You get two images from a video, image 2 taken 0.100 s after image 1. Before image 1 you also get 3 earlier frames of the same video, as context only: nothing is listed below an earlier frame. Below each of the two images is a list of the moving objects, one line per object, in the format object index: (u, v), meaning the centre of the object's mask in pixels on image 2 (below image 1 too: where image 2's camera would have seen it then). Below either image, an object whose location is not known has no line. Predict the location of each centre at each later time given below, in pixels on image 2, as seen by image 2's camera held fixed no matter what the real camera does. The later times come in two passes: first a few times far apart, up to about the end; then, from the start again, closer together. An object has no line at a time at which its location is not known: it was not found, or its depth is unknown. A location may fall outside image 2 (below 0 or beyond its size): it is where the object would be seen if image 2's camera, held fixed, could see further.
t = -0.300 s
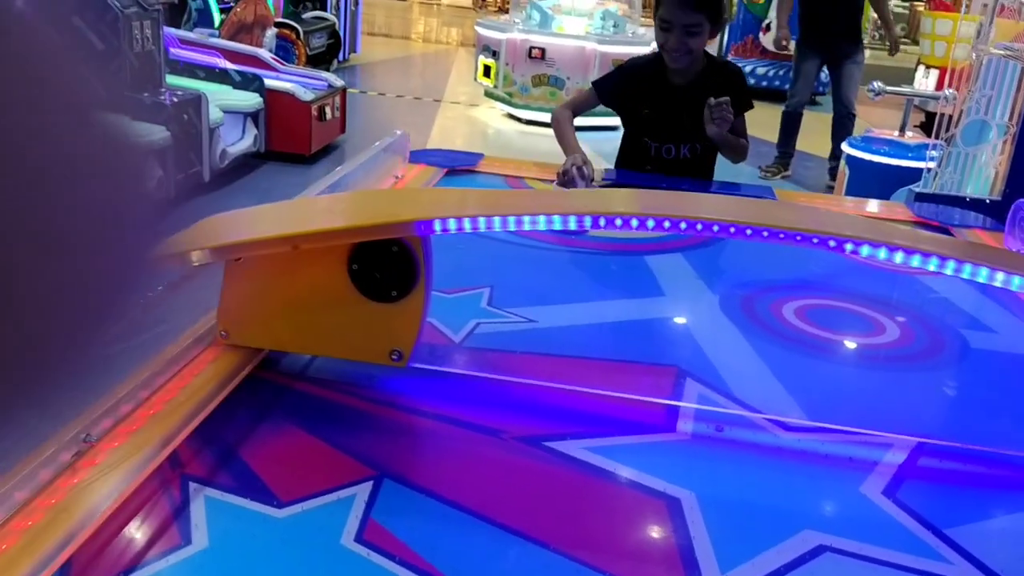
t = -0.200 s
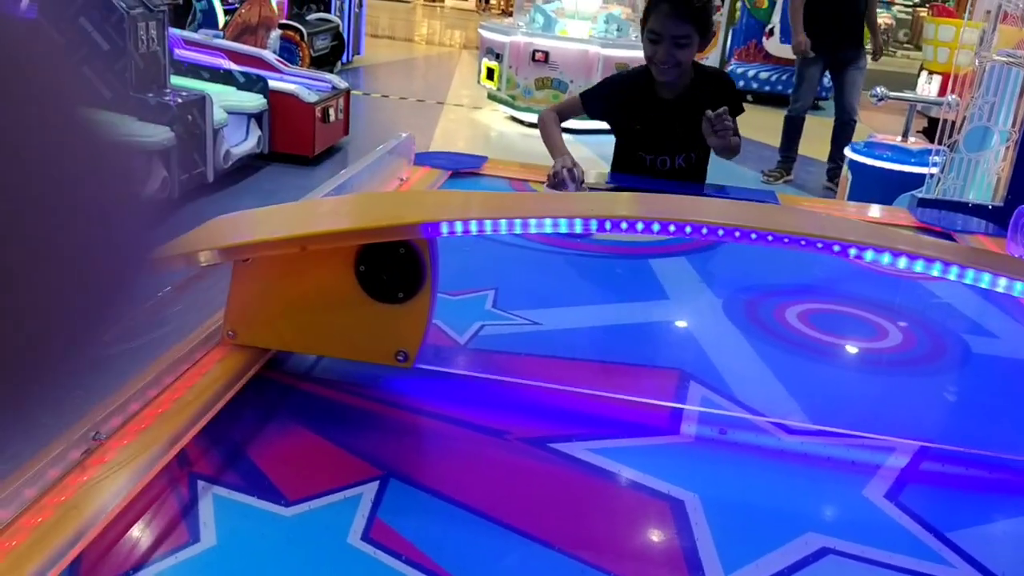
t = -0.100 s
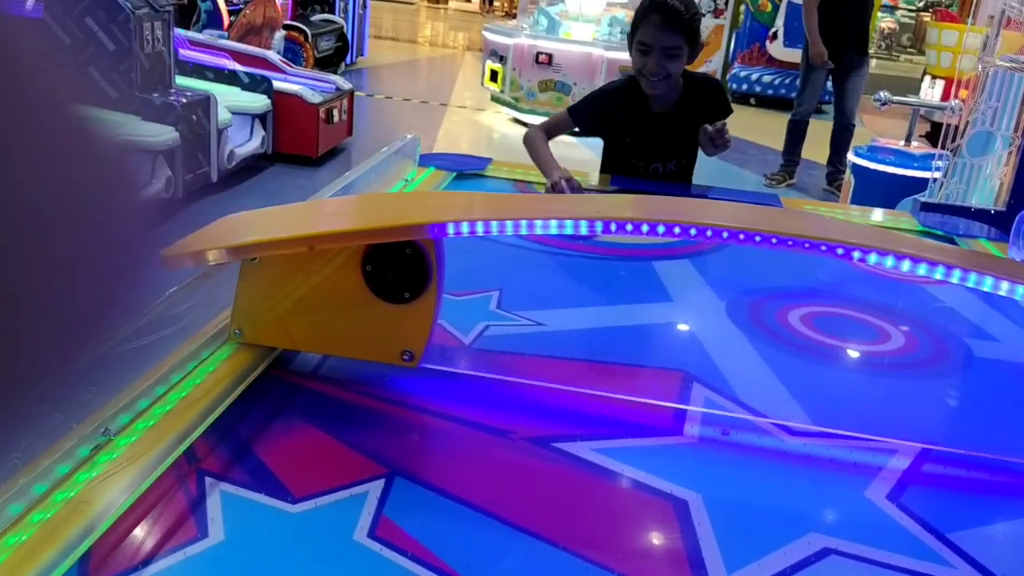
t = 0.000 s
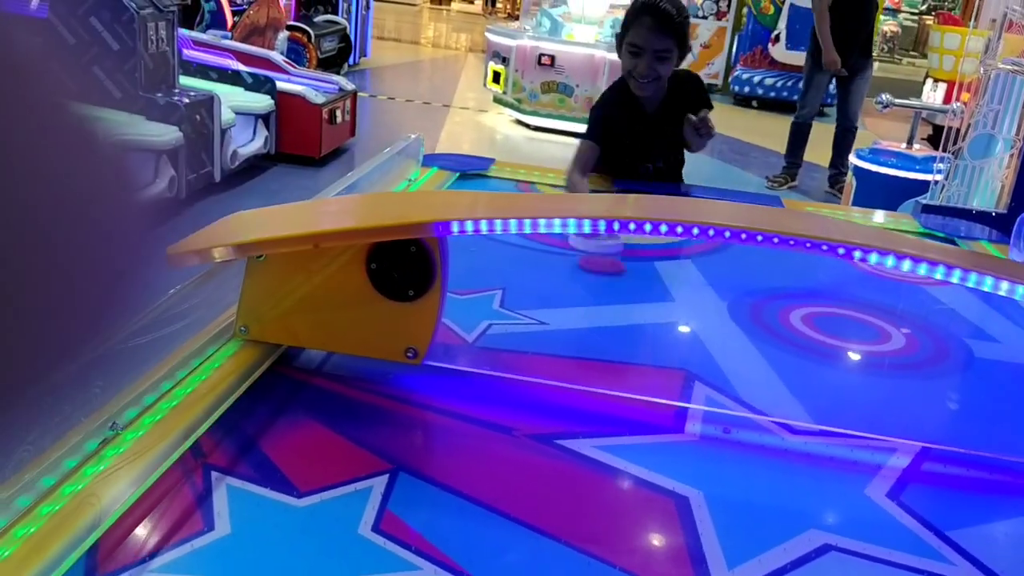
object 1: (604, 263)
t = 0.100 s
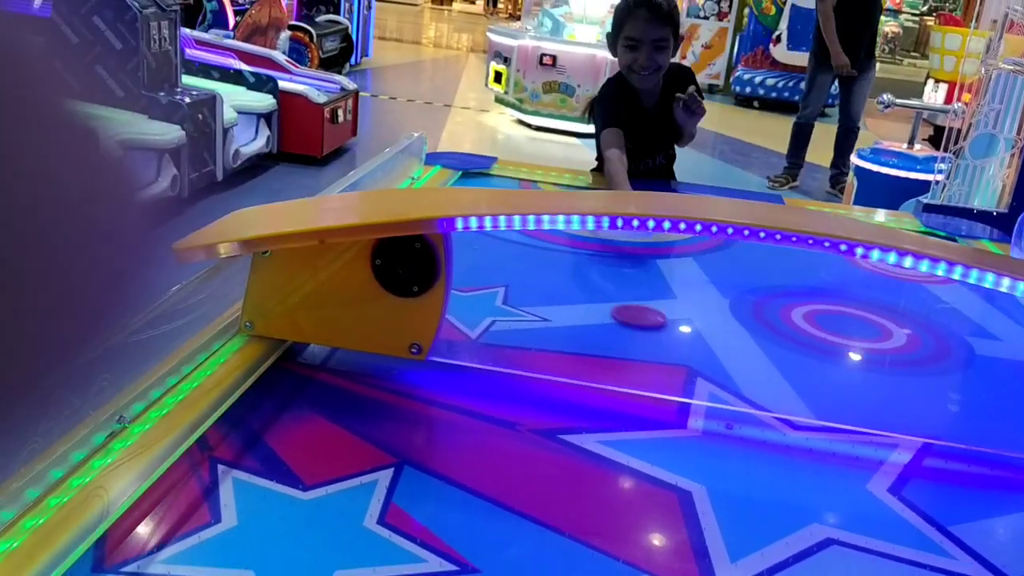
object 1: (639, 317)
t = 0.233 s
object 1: (685, 389)
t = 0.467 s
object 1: (740, 482)
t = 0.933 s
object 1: (744, 491)
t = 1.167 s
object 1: (743, 491)
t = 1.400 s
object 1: (743, 492)
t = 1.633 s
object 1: (743, 492)
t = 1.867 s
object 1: (742, 492)
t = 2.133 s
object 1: (742, 492)
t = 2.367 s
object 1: (742, 492)
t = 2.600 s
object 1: (742, 492)
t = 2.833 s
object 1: (742, 492)
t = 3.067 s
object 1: (742, 491)
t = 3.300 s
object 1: (743, 491)
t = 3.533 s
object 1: (742, 491)
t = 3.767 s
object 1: (742, 491)
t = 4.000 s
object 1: (742, 491)
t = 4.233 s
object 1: (742, 491)
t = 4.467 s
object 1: (742, 491)
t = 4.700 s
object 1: (742, 491)
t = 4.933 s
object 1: (742, 491)
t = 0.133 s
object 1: (651, 335)
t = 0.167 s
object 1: (662, 354)
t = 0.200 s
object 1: (674, 372)
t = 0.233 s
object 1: (685, 389)
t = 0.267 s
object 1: (696, 411)
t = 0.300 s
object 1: (707, 424)
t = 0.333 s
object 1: (715, 438)
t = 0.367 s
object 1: (723, 452)
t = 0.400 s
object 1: (730, 465)
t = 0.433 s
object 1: (736, 474)
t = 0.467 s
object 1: (740, 482)
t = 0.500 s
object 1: (742, 488)
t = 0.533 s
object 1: (743, 490)
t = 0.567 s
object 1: (743, 491)
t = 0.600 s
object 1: (743, 491)
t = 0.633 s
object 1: (743, 491)
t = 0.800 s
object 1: (743, 491)
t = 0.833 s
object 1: (744, 491)
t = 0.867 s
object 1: (743, 491)
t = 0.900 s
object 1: (744, 491)
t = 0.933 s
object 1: (744, 491)
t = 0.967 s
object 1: (744, 491)
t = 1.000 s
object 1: (744, 491)
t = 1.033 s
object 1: (744, 491)
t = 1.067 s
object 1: (744, 491)
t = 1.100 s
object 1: (743, 491)
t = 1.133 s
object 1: (743, 491)
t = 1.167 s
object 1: (743, 491)
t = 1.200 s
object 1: (743, 491)
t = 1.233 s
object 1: (743, 491)
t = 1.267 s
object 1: (743, 491)
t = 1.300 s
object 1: (743, 491)
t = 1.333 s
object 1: (743, 492)
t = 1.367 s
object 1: (743, 492)
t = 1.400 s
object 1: (743, 492)
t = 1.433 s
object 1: (743, 492)
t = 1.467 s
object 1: (743, 492)
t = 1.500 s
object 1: (743, 492)
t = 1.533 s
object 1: (743, 492)
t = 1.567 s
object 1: (743, 492)
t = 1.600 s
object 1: (743, 492)
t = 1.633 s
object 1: (743, 492)
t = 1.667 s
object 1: (742, 492)
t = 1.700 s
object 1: (742, 492)
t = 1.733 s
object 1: (742, 492)
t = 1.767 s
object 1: (742, 492)
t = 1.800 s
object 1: (742, 492)
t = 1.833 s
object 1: (742, 492)
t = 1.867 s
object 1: (742, 492)
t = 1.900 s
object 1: (742, 492)
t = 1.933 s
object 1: (742, 492)
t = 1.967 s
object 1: (742, 492)
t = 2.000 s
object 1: (742, 492)
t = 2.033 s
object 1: (742, 492)
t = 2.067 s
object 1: (742, 492)
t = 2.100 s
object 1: (742, 492)
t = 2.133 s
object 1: (742, 492)
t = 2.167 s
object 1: (742, 492)
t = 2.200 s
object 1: (742, 492)
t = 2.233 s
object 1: (742, 492)
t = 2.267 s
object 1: (742, 492)
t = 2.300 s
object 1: (742, 492)
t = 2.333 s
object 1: (742, 492)
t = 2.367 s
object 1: (742, 492)
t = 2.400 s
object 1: (742, 492)
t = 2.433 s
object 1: (742, 492)
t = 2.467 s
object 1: (742, 492)
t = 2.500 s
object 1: (742, 492)
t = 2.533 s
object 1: (742, 492)
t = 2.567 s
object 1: (742, 492)
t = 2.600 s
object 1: (742, 492)
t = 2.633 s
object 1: (742, 492)
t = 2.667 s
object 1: (742, 491)
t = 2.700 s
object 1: (742, 492)
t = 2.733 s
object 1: (742, 492)
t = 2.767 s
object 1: (742, 492)
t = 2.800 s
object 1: (742, 492)
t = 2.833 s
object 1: (742, 492)
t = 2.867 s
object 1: (742, 492)
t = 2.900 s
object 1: (742, 491)
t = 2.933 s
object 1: (743, 491)
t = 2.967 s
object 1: (743, 491)
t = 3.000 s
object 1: (743, 491)
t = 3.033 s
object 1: (742, 491)
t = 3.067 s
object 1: (742, 491)
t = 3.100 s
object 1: (743, 491)
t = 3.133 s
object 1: (743, 491)
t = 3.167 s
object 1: (742, 491)
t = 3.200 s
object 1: (742, 491)
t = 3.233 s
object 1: (742, 491)
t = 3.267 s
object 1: (743, 491)
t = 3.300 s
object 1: (743, 491)
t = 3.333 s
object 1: (743, 491)
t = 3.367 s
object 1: (742, 491)
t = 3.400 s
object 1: (742, 491)
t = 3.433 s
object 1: (742, 491)
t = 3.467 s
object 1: (742, 491)
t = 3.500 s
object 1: (742, 491)
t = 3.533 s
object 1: (742, 491)
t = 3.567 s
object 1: (742, 491)
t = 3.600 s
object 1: (742, 491)
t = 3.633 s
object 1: (742, 491)
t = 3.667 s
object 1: (742, 491)
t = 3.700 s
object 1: (743, 491)
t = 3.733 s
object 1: (743, 491)
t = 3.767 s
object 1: (742, 491)
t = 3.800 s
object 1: (742, 491)
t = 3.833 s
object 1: (742, 491)
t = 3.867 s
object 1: (742, 491)
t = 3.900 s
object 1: (742, 491)
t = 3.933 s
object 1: (742, 491)
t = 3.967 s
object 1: (742, 491)
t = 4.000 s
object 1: (742, 491)
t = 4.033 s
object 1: (742, 491)
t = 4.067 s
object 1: (742, 491)
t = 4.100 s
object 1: (742, 491)
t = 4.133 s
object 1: (742, 490)
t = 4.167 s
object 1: (742, 491)
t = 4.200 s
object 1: (742, 491)
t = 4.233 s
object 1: (742, 491)
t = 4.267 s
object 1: (742, 491)
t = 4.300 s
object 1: (742, 491)
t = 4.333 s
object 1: (742, 491)
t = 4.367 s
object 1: (742, 491)
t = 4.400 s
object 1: (742, 491)
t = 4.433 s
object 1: (742, 491)
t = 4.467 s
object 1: (742, 491)
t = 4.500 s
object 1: (742, 491)
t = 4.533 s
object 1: (743, 491)
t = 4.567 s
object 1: (743, 491)
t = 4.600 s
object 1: (742, 491)
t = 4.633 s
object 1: (742, 491)
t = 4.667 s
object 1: (743, 491)
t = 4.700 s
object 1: (742, 491)
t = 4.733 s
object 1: (742, 491)
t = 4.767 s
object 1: (742, 491)
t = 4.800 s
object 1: (742, 491)
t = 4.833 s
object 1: (742, 491)
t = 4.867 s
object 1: (742, 491)
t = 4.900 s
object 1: (742, 491)
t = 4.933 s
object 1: (742, 491)
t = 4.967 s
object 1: (742, 491)
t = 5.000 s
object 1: (742, 491)
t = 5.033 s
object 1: (742, 491)
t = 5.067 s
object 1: (742, 491)
